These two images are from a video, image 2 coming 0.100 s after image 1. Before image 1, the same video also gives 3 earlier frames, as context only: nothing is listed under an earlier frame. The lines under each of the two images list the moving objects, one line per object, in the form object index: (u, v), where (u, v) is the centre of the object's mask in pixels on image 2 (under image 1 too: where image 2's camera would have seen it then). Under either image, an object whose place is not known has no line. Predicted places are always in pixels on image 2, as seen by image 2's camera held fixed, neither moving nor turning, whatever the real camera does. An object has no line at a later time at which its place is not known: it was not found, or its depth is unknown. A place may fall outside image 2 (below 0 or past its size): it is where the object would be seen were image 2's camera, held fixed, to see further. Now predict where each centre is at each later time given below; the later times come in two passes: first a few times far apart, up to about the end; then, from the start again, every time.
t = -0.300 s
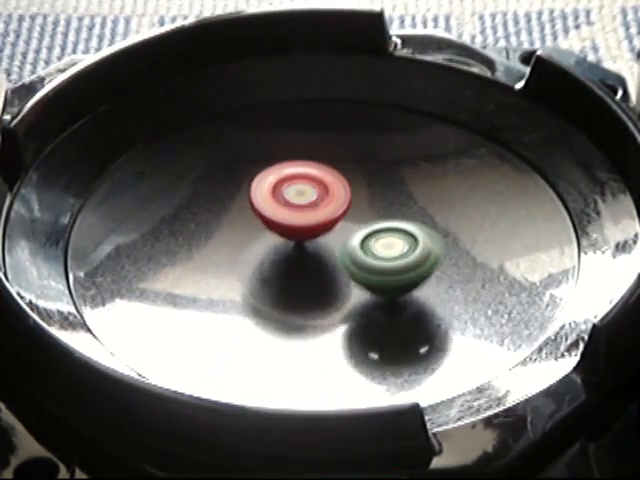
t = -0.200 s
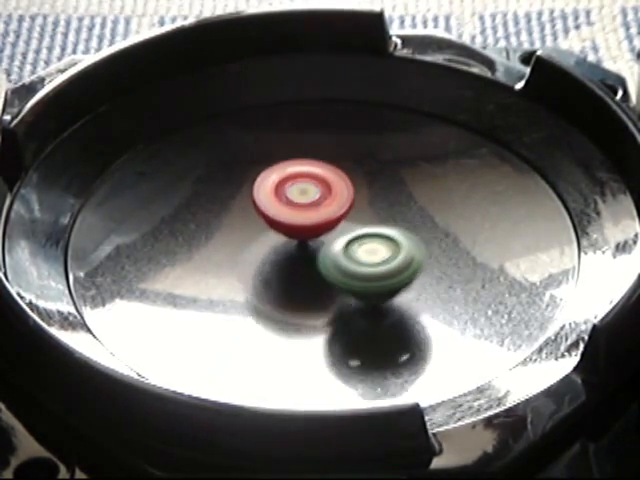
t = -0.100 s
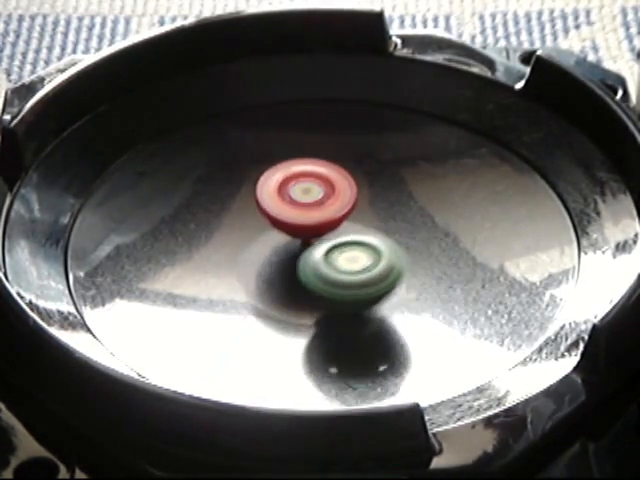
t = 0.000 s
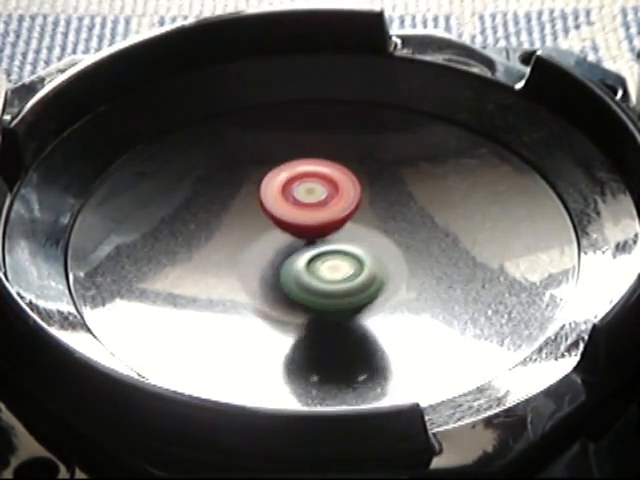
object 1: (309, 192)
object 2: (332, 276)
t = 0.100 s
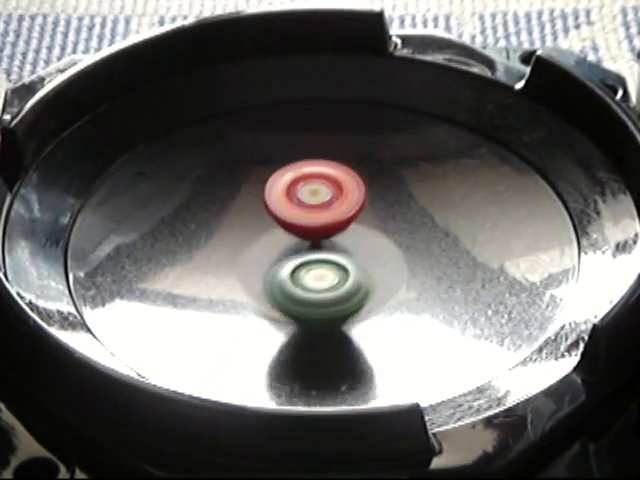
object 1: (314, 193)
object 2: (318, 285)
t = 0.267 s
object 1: (321, 197)
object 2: (332, 287)
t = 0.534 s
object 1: (332, 182)
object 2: (326, 274)
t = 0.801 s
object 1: (332, 173)
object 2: (276, 255)
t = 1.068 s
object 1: (333, 181)
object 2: (237, 244)
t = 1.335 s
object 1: (340, 195)
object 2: (254, 243)
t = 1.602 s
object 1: (412, 177)
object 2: (235, 263)
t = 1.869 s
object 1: (405, 181)
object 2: (280, 260)
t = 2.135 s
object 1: (395, 191)
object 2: (296, 246)
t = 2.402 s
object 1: (391, 190)
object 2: (293, 242)
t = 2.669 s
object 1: (384, 191)
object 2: (292, 246)
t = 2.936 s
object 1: (382, 195)
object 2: (292, 248)
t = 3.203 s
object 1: (383, 199)
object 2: (301, 247)
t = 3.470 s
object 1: (397, 192)
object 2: (290, 243)
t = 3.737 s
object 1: (387, 187)
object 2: (279, 238)
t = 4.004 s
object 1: (377, 198)
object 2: (274, 234)
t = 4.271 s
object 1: (386, 213)
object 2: (270, 229)
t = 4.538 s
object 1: (397, 223)
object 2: (268, 223)
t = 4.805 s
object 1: (388, 240)
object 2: (281, 219)
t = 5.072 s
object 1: (378, 258)
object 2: (303, 212)
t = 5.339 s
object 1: (372, 266)
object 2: (327, 209)
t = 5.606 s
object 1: (348, 271)
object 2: (350, 205)
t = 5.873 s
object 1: (310, 266)
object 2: (374, 202)
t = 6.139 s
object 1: (287, 248)
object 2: (387, 192)
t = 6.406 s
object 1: (287, 228)
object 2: (379, 196)
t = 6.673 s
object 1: (279, 226)
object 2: (378, 210)
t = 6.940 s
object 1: (268, 230)
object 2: (382, 219)
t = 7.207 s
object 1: (260, 232)
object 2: (371, 226)
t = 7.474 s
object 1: (242, 234)
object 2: (366, 230)
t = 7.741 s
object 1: (231, 231)
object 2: (366, 224)
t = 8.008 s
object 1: (247, 229)
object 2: (378, 223)
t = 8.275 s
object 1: (277, 229)
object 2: (380, 222)
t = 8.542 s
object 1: (271, 233)
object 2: (393, 226)
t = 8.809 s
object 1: (273, 243)
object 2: (383, 229)
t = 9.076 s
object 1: (238, 250)
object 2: (400, 225)
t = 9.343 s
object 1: (247, 246)
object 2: (399, 219)
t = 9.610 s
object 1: (274, 238)
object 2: (384, 219)
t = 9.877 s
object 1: (283, 239)
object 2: (380, 214)
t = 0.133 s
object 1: (316, 194)
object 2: (318, 287)
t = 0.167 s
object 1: (317, 195)
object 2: (319, 288)
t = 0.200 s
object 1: (318, 196)
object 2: (322, 288)
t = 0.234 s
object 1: (320, 196)
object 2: (326, 288)
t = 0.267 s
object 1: (321, 197)
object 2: (332, 287)
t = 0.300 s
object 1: (322, 198)
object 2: (338, 284)
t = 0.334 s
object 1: (323, 199)
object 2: (343, 281)
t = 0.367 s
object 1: (325, 200)
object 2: (345, 277)
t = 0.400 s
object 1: (326, 201)
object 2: (344, 274)
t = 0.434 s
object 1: (328, 196)
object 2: (339, 275)
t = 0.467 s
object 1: (329, 190)
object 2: (335, 277)
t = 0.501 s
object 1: (330, 185)
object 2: (332, 276)
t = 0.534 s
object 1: (332, 182)
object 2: (326, 274)
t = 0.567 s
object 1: (333, 180)
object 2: (321, 272)
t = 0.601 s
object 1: (334, 178)
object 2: (315, 270)
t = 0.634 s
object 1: (335, 176)
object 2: (308, 268)
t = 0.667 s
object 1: (336, 175)
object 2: (300, 264)
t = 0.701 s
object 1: (335, 174)
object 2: (294, 262)
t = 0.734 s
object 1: (334, 174)
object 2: (289, 260)
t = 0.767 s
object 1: (333, 173)
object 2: (282, 257)
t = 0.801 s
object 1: (332, 173)
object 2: (276, 255)
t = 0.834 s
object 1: (331, 174)
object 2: (270, 253)
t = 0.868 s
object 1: (330, 174)
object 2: (265, 251)
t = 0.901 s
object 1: (330, 175)
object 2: (260, 249)
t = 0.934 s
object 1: (329, 176)
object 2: (254, 248)
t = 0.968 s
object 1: (329, 177)
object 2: (248, 245)
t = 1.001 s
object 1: (330, 178)
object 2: (244, 244)
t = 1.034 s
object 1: (331, 179)
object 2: (238, 243)
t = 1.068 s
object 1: (333, 181)
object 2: (237, 244)
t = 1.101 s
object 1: (334, 182)
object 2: (237, 245)
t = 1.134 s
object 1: (336, 184)
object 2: (238, 247)
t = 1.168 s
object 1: (337, 186)
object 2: (241, 247)
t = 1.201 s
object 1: (338, 187)
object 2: (243, 248)
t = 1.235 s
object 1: (339, 189)
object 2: (246, 247)
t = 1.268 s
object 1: (339, 191)
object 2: (249, 246)
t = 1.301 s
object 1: (339, 193)
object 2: (252, 244)
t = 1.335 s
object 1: (340, 195)
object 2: (254, 243)
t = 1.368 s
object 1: (348, 195)
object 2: (251, 243)
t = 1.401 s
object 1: (368, 189)
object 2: (235, 248)
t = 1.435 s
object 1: (386, 184)
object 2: (227, 251)
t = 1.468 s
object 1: (398, 182)
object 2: (222, 255)
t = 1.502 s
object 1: (406, 180)
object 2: (222, 257)
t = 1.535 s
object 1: (410, 179)
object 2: (224, 259)
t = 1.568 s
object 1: (411, 178)
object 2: (228, 261)
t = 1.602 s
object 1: (412, 177)
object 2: (235, 263)
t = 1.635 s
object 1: (412, 176)
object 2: (240, 265)
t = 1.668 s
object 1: (412, 176)
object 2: (246, 266)
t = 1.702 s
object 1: (412, 176)
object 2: (253, 266)
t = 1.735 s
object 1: (411, 177)
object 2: (261, 266)
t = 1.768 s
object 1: (410, 177)
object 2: (267, 265)
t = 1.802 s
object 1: (409, 178)
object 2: (272, 264)
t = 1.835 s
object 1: (408, 179)
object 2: (277, 263)
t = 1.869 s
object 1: (405, 181)
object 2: (280, 260)
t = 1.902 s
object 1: (403, 183)
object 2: (285, 257)
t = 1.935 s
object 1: (400, 185)
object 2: (288, 255)
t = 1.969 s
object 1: (396, 187)
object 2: (293, 252)
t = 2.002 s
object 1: (393, 189)
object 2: (296, 249)
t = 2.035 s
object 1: (388, 191)
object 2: (301, 246)
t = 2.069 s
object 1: (385, 193)
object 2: (305, 244)
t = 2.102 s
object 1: (391, 191)
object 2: (300, 245)
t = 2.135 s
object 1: (395, 191)
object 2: (296, 246)
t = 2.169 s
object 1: (395, 190)
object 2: (296, 246)
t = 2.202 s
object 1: (393, 190)
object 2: (297, 245)
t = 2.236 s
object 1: (390, 191)
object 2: (300, 243)
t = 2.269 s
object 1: (387, 192)
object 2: (303, 241)
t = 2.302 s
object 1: (388, 191)
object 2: (300, 242)
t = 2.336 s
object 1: (391, 190)
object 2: (294, 243)
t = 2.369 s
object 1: (392, 190)
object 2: (292, 243)
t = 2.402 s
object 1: (391, 190)
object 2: (293, 242)
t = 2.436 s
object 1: (388, 191)
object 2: (294, 242)
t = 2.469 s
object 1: (385, 192)
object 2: (295, 242)
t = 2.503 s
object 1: (383, 193)
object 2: (297, 241)
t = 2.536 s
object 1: (381, 194)
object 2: (298, 241)
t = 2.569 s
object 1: (384, 193)
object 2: (296, 242)
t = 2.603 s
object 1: (386, 192)
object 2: (293, 245)
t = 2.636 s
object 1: (386, 191)
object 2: (293, 245)
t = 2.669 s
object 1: (384, 191)
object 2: (292, 246)
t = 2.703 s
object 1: (382, 191)
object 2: (292, 246)
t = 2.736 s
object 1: (380, 192)
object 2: (293, 246)
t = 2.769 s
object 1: (379, 192)
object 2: (294, 245)
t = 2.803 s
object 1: (378, 194)
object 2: (295, 245)
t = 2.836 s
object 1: (377, 195)
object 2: (296, 245)
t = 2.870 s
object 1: (377, 196)
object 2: (296, 245)
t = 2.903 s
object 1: (380, 196)
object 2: (293, 247)
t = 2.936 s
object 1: (382, 195)
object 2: (292, 248)
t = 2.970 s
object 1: (383, 195)
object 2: (292, 249)
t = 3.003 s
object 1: (383, 195)
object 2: (292, 249)
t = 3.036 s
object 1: (384, 196)
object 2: (292, 249)
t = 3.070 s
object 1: (384, 196)
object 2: (294, 249)
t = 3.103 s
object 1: (384, 197)
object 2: (296, 249)
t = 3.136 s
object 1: (384, 197)
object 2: (297, 248)
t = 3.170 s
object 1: (383, 198)
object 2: (299, 248)
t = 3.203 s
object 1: (383, 199)
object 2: (301, 247)
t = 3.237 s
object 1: (386, 199)
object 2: (300, 247)
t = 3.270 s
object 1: (391, 198)
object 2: (298, 247)
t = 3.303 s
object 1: (393, 198)
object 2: (298, 246)
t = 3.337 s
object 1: (393, 197)
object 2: (299, 244)
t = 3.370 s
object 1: (391, 198)
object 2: (300, 243)
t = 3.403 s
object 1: (389, 197)
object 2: (300, 241)
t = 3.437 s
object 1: (390, 196)
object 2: (298, 241)
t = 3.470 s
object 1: (397, 192)
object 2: (290, 243)
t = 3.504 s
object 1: (401, 188)
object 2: (286, 243)
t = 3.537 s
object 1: (403, 186)
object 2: (284, 242)
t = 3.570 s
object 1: (402, 185)
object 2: (283, 242)
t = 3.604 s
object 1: (401, 184)
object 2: (282, 241)
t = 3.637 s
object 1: (398, 184)
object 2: (281, 240)
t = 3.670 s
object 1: (395, 185)
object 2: (280, 239)
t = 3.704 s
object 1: (392, 186)
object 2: (279, 238)
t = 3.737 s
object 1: (387, 187)
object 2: (279, 238)
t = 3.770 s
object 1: (383, 188)
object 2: (279, 237)
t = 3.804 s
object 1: (379, 190)
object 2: (279, 236)
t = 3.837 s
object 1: (375, 192)
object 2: (279, 235)
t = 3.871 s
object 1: (371, 194)
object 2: (279, 234)
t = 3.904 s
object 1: (372, 195)
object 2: (277, 234)
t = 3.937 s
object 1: (375, 195)
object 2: (274, 234)
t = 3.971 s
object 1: (376, 197)
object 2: (274, 234)
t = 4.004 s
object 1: (377, 198)
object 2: (274, 234)
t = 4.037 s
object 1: (377, 200)
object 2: (274, 233)
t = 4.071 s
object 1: (376, 202)
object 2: (275, 233)
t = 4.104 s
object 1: (376, 204)
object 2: (275, 232)
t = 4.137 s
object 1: (377, 206)
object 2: (275, 232)
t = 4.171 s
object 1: (379, 207)
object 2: (274, 231)
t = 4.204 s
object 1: (380, 209)
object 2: (275, 231)
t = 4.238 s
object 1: (380, 211)
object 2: (275, 231)
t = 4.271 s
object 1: (386, 213)
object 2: (270, 229)
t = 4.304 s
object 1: (393, 214)
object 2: (267, 228)
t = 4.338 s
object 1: (397, 216)
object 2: (266, 227)
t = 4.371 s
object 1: (398, 217)
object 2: (266, 226)
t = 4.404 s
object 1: (398, 218)
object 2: (265, 226)
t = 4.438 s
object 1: (398, 219)
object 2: (266, 225)
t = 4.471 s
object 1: (398, 220)
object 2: (266, 224)
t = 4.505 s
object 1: (398, 221)
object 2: (267, 224)
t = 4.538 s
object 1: (397, 223)
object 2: (268, 223)
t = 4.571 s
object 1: (396, 224)
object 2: (270, 223)
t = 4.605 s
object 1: (394, 226)
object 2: (272, 223)
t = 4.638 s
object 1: (392, 227)
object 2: (273, 222)
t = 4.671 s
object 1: (390, 229)
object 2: (275, 222)
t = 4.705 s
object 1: (387, 231)
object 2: (278, 222)
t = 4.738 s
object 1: (385, 232)
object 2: (280, 221)
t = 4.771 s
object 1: (387, 236)
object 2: (280, 220)
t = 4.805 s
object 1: (388, 240)
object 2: (281, 219)
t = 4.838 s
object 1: (387, 242)
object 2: (284, 218)
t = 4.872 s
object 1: (385, 244)
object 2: (287, 218)
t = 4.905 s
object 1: (384, 246)
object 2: (290, 217)
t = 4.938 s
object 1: (382, 247)
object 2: (293, 216)
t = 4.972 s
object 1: (381, 250)
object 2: (295, 215)
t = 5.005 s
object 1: (379, 252)
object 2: (298, 213)
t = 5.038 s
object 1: (378, 255)
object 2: (301, 213)
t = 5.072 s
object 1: (378, 258)
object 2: (303, 212)
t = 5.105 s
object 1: (380, 260)
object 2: (306, 212)
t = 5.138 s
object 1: (380, 262)
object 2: (309, 211)
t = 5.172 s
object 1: (379, 262)
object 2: (312, 211)
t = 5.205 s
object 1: (378, 262)
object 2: (315, 211)
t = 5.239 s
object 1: (377, 263)
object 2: (319, 211)
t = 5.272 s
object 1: (374, 264)
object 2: (322, 211)
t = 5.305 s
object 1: (374, 266)
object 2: (324, 209)
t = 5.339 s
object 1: (372, 266)
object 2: (327, 209)
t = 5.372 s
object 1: (370, 266)
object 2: (331, 209)
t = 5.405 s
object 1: (367, 268)
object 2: (333, 208)
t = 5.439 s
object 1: (365, 269)
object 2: (336, 207)
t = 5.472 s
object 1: (362, 270)
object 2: (339, 207)
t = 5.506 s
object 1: (359, 270)
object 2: (342, 207)
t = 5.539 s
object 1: (355, 270)
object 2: (345, 206)
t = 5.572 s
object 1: (351, 271)
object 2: (347, 205)
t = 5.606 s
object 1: (348, 271)
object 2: (350, 205)
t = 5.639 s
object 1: (345, 270)
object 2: (352, 205)
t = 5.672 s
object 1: (341, 270)
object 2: (355, 205)
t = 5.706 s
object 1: (338, 269)
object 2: (357, 206)
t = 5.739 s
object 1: (334, 268)
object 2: (359, 206)
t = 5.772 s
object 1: (328, 267)
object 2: (362, 206)
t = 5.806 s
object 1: (323, 266)
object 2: (364, 206)
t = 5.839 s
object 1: (318, 265)
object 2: (368, 204)
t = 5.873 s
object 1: (310, 266)
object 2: (374, 202)
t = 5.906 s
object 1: (305, 265)
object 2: (378, 200)
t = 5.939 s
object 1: (300, 263)
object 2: (381, 199)
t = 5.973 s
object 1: (297, 261)
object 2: (384, 198)
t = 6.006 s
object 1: (293, 260)
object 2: (386, 197)
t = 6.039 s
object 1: (291, 256)
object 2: (387, 196)
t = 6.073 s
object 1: (289, 253)
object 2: (387, 194)
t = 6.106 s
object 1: (287, 252)
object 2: (387, 193)
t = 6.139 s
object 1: (287, 248)
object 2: (387, 192)
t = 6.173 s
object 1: (287, 245)
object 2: (386, 191)
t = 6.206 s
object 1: (287, 242)
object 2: (384, 191)
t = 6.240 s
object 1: (288, 238)
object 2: (382, 191)
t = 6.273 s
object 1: (290, 235)
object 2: (379, 192)
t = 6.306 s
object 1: (292, 233)
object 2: (377, 193)
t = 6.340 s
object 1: (291, 231)
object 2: (377, 193)
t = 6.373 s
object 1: (289, 229)
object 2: (378, 195)
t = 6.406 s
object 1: (287, 228)
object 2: (379, 196)
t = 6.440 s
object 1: (280, 228)
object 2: (383, 197)
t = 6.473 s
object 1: (274, 228)
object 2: (384, 198)
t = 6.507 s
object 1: (272, 228)
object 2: (382, 199)
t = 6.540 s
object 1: (271, 228)
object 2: (382, 201)
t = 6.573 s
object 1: (273, 228)
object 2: (381, 203)
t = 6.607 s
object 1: (275, 227)
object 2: (380, 204)
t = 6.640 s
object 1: (277, 227)
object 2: (379, 206)
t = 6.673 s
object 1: (279, 226)
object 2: (378, 210)
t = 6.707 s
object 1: (276, 227)
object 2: (381, 210)
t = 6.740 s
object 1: (270, 228)
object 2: (385, 210)
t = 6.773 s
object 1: (268, 228)
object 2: (387, 211)
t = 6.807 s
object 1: (268, 228)
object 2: (387, 213)
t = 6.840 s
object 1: (268, 229)
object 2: (385, 214)
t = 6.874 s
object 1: (268, 229)
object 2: (385, 217)
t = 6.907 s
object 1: (268, 229)
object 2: (383, 218)
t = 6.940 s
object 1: (268, 230)
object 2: (382, 219)
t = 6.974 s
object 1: (268, 230)
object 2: (379, 220)
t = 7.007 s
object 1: (269, 231)
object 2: (377, 222)
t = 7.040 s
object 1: (270, 231)
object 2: (375, 223)
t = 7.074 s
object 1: (269, 231)
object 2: (373, 224)
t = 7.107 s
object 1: (264, 231)
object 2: (375, 224)
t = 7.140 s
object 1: (262, 232)
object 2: (375, 225)
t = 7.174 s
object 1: (262, 232)
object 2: (373, 225)
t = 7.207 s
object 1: (260, 232)
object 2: (371, 226)
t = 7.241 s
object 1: (260, 233)
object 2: (369, 227)
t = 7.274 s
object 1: (259, 233)
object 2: (367, 227)
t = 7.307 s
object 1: (259, 233)
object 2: (365, 228)
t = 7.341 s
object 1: (258, 233)
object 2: (363, 228)
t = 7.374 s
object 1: (252, 233)
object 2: (367, 228)
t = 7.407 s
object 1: (247, 234)
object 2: (368, 229)
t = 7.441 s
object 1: (244, 234)
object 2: (368, 230)
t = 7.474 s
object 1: (242, 234)
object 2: (366, 230)
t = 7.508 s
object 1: (241, 234)
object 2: (364, 230)
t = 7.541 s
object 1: (241, 234)
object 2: (362, 230)
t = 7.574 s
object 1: (240, 234)
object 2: (360, 230)
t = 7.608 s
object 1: (241, 234)
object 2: (357, 230)
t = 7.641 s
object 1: (242, 234)
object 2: (355, 230)
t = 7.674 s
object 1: (243, 234)
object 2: (353, 230)
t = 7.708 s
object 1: (237, 232)
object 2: (360, 224)
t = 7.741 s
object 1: (231, 231)
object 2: (366, 224)
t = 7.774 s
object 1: (230, 230)
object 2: (369, 224)
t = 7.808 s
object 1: (231, 230)
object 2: (371, 225)
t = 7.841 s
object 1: (233, 229)
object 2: (372, 224)
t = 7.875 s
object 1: (235, 230)
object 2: (374, 224)
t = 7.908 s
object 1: (238, 230)
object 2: (375, 224)
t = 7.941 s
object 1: (241, 230)
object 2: (377, 224)
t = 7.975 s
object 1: (244, 230)
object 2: (377, 224)
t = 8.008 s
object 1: (247, 229)
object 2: (378, 223)
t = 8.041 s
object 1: (250, 229)
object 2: (379, 223)
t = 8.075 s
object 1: (254, 228)
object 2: (380, 223)
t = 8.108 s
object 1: (258, 228)
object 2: (380, 223)
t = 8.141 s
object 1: (262, 227)
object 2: (381, 223)
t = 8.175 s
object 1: (265, 227)
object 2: (381, 223)
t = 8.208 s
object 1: (269, 227)
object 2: (381, 223)
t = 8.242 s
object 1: (274, 228)
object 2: (380, 223)
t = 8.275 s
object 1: (277, 229)
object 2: (380, 222)
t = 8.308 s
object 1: (273, 229)
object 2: (385, 222)
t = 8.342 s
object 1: (269, 228)
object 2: (390, 222)
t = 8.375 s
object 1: (268, 228)
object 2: (393, 223)
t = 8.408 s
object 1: (268, 228)
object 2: (393, 224)
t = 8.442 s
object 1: (269, 230)
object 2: (394, 224)
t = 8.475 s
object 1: (269, 231)
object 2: (394, 225)
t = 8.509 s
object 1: (270, 232)
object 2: (394, 226)
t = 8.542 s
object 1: (271, 233)
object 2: (393, 226)
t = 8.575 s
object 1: (271, 235)
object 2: (393, 226)
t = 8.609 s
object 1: (272, 236)
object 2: (392, 227)
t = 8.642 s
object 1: (272, 238)
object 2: (391, 228)
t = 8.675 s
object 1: (273, 239)
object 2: (390, 228)
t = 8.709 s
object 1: (273, 240)
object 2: (388, 228)
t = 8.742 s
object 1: (273, 241)
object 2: (386, 229)
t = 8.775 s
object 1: (273, 242)
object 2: (385, 229)
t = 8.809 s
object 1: (273, 243)
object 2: (383, 229)
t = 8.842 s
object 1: (273, 243)
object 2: (381, 229)
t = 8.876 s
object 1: (273, 245)
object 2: (379, 230)
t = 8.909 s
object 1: (271, 246)
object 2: (378, 229)
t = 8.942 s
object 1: (259, 245)
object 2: (385, 227)
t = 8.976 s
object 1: (249, 247)
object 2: (393, 226)
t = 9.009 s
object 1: (242, 248)
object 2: (396, 226)
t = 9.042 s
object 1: (239, 249)
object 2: (399, 227)
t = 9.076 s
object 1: (238, 250)
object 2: (400, 225)
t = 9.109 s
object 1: (238, 250)
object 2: (401, 225)
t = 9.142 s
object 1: (237, 249)
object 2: (402, 225)
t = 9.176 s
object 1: (238, 250)
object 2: (402, 223)
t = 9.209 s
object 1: (238, 249)
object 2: (402, 222)
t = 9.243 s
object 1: (240, 249)
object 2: (401, 221)
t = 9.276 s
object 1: (242, 248)
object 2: (401, 220)
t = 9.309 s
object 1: (244, 247)
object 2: (400, 220)
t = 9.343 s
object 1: (247, 246)
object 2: (399, 219)
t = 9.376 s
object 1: (250, 246)
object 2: (397, 219)
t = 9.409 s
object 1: (253, 244)
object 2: (396, 219)
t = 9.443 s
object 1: (256, 243)
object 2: (394, 219)
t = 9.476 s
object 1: (259, 241)
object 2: (392, 219)
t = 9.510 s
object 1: (262, 240)
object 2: (391, 219)
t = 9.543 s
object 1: (266, 239)
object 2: (388, 219)
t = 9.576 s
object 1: (270, 239)
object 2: (386, 219)
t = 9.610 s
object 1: (274, 238)
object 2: (384, 219)
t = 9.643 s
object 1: (279, 238)
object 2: (382, 218)
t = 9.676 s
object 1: (281, 236)
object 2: (382, 219)
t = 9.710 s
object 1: (281, 236)
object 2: (384, 218)
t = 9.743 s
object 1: (280, 236)
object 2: (385, 216)
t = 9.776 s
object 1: (281, 236)
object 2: (384, 216)
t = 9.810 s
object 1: (282, 237)
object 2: (383, 215)
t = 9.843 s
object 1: (283, 238)
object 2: (381, 215)
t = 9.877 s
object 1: (283, 239)
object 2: (380, 214)
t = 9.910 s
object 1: (285, 240)
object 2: (379, 213)
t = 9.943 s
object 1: (285, 240)
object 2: (377, 210)
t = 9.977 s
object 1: (286, 241)
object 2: (377, 211)
